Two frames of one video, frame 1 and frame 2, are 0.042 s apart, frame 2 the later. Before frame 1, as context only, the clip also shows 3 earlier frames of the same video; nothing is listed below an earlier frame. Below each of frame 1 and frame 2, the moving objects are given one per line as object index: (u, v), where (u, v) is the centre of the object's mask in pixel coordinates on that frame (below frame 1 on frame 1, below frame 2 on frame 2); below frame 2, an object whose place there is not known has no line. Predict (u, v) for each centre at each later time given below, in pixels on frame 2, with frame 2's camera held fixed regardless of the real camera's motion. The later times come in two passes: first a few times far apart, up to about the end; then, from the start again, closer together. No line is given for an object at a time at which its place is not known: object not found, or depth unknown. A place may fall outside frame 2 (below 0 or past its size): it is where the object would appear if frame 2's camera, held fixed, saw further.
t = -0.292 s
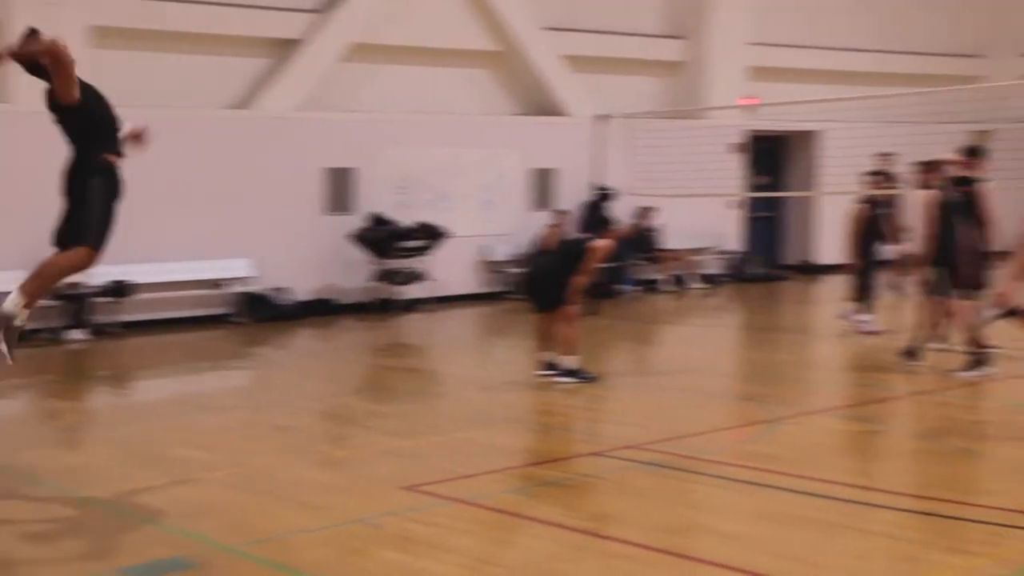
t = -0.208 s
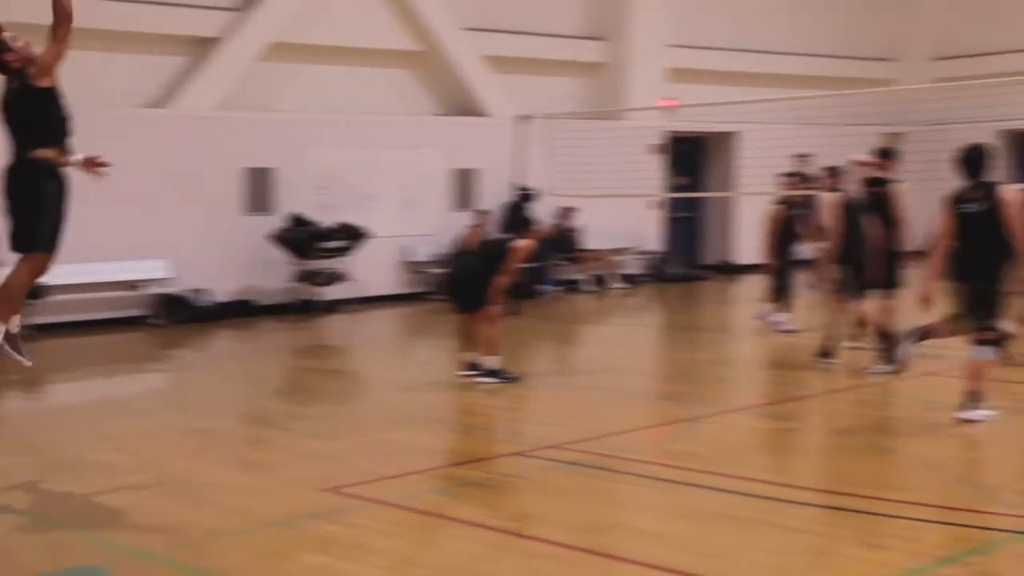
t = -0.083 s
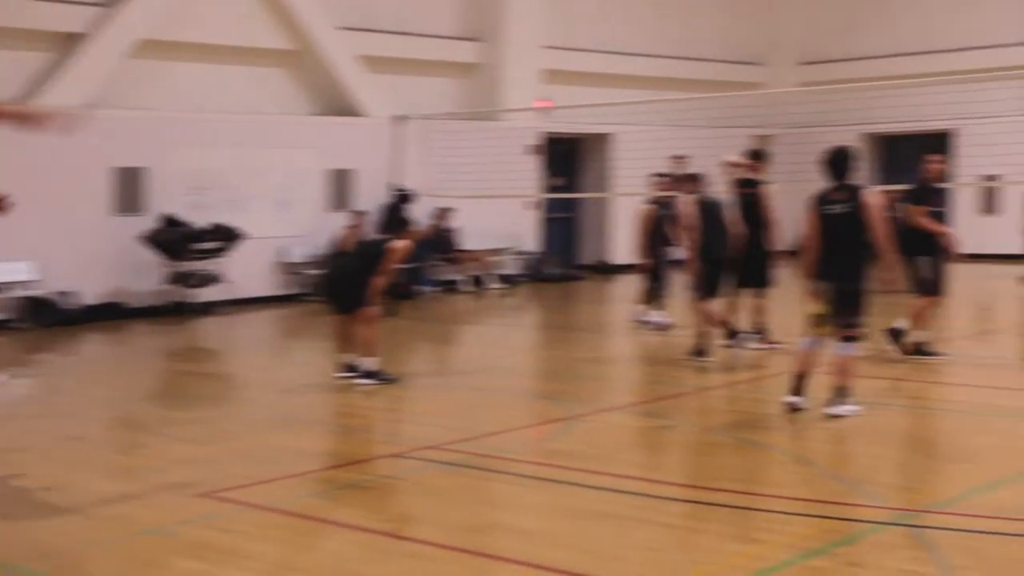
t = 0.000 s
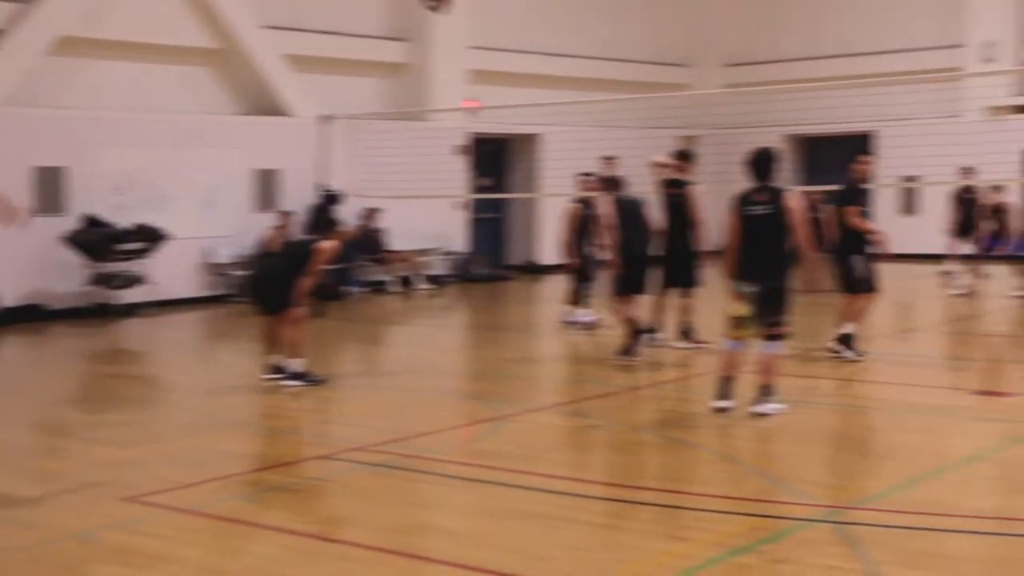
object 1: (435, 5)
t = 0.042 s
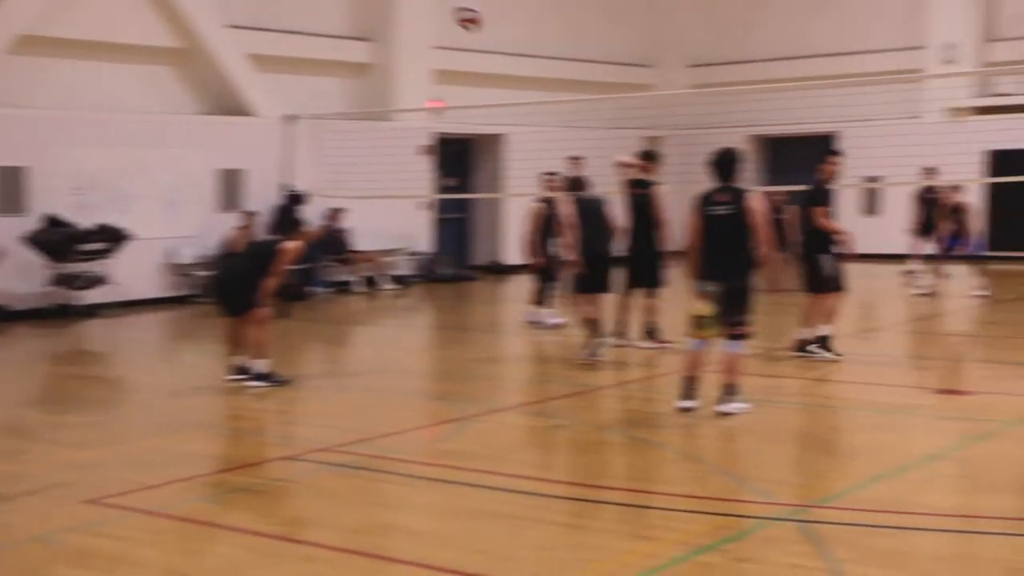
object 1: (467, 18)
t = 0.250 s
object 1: (670, 89)
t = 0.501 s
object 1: (751, 110)
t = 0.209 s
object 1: (655, 91)
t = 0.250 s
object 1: (670, 89)
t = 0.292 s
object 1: (685, 87)
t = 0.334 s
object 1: (699, 89)
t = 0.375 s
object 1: (713, 91)
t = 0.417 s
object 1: (726, 97)
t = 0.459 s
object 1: (738, 103)
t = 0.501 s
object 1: (751, 110)
